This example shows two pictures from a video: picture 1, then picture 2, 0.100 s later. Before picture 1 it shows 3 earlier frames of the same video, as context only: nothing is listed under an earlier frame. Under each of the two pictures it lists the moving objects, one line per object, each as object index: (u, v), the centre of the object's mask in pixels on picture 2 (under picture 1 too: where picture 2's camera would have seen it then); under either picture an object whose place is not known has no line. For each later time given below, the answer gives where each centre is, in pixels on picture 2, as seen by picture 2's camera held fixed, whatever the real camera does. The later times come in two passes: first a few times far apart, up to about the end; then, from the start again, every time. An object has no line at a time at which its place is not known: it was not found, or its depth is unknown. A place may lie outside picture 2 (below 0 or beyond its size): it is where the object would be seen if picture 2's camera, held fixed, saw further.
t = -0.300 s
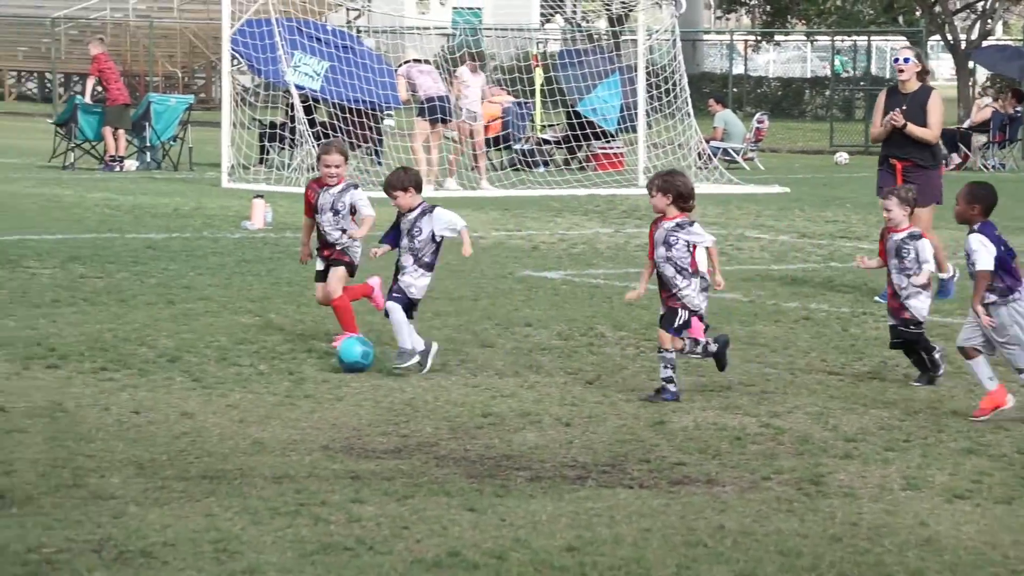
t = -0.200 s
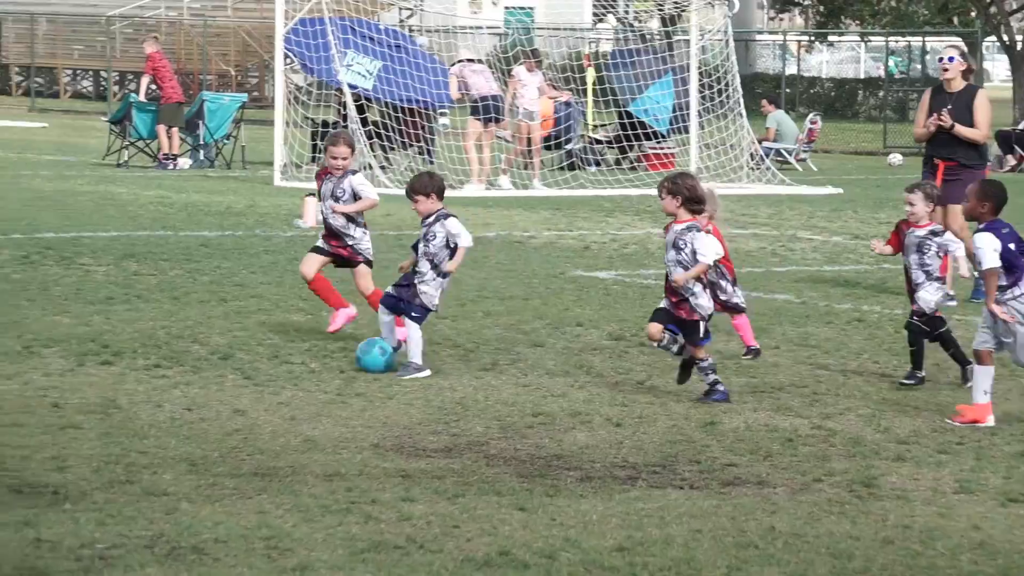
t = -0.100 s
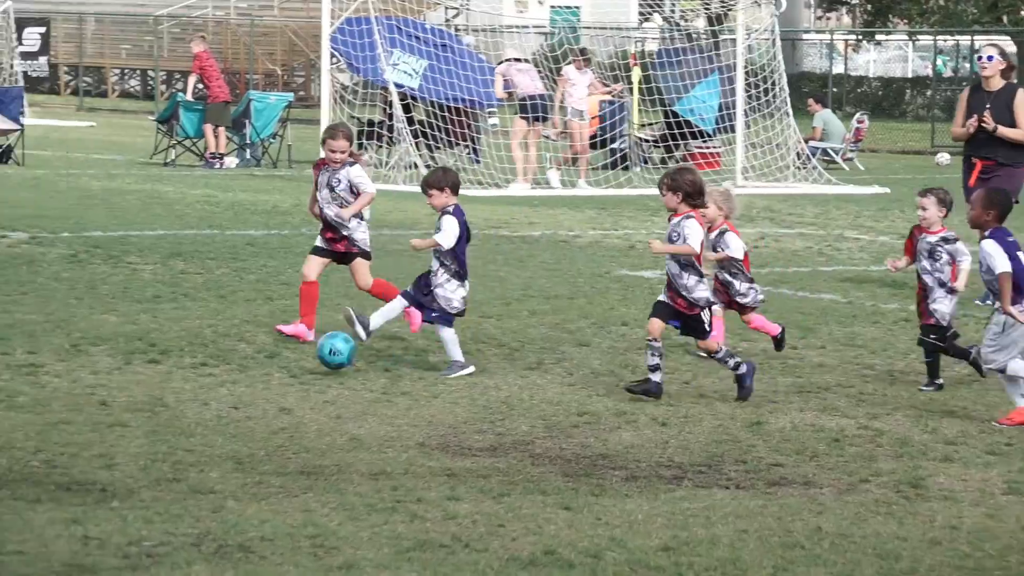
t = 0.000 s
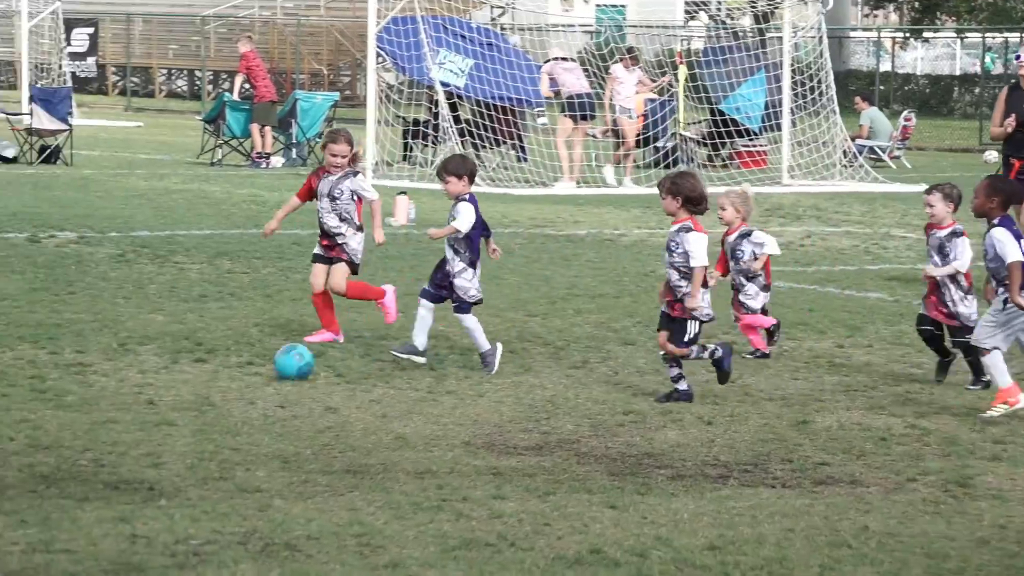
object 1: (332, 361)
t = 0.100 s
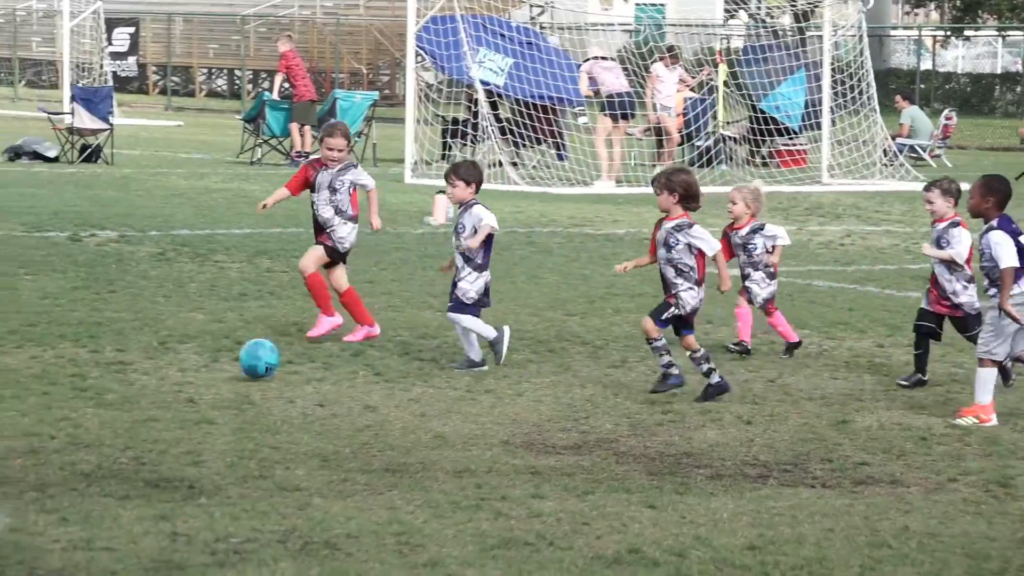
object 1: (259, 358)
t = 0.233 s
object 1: (161, 362)
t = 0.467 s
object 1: (-12, 377)
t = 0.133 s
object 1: (234, 361)
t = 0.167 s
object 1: (209, 366)
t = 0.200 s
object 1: (185, 365)
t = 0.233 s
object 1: (161, 362)
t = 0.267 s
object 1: (137, 364)
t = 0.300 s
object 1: (113, 367)
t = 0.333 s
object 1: (87, 369)
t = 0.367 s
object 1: (64, 367)
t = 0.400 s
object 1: (39, 367)
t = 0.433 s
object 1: (13, 371)
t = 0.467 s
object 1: (-12, 377)
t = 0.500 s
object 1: (-37, 374)
